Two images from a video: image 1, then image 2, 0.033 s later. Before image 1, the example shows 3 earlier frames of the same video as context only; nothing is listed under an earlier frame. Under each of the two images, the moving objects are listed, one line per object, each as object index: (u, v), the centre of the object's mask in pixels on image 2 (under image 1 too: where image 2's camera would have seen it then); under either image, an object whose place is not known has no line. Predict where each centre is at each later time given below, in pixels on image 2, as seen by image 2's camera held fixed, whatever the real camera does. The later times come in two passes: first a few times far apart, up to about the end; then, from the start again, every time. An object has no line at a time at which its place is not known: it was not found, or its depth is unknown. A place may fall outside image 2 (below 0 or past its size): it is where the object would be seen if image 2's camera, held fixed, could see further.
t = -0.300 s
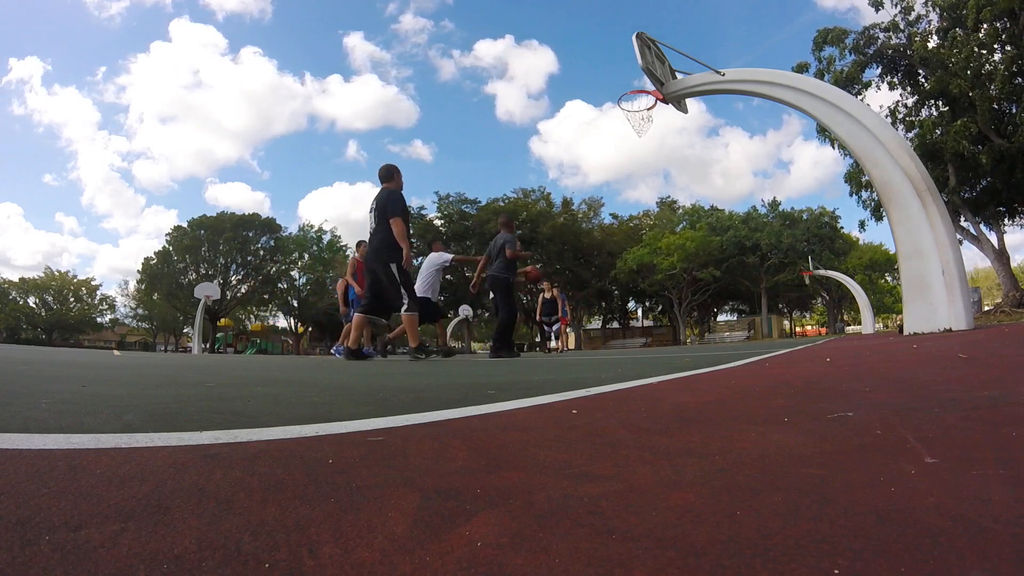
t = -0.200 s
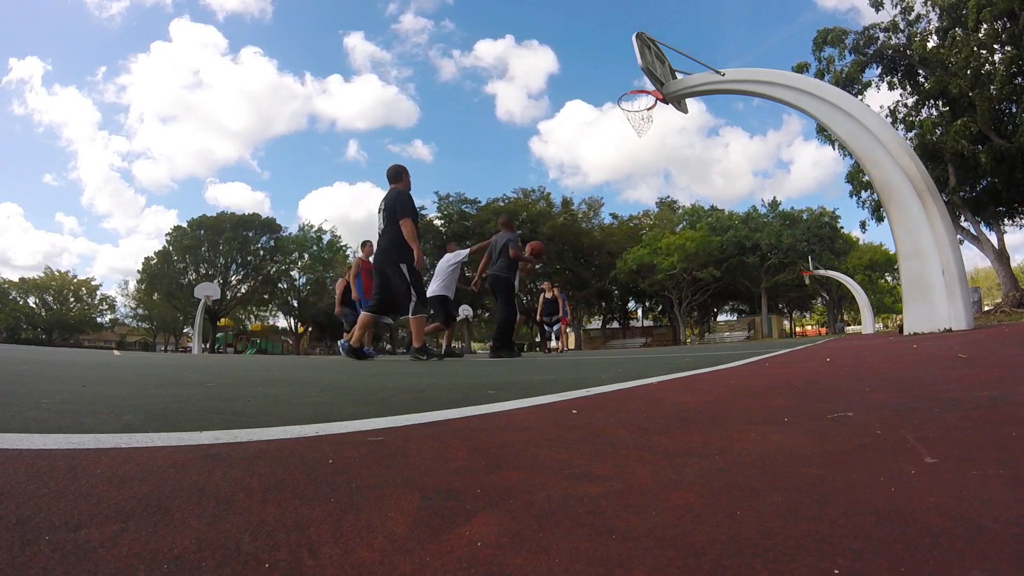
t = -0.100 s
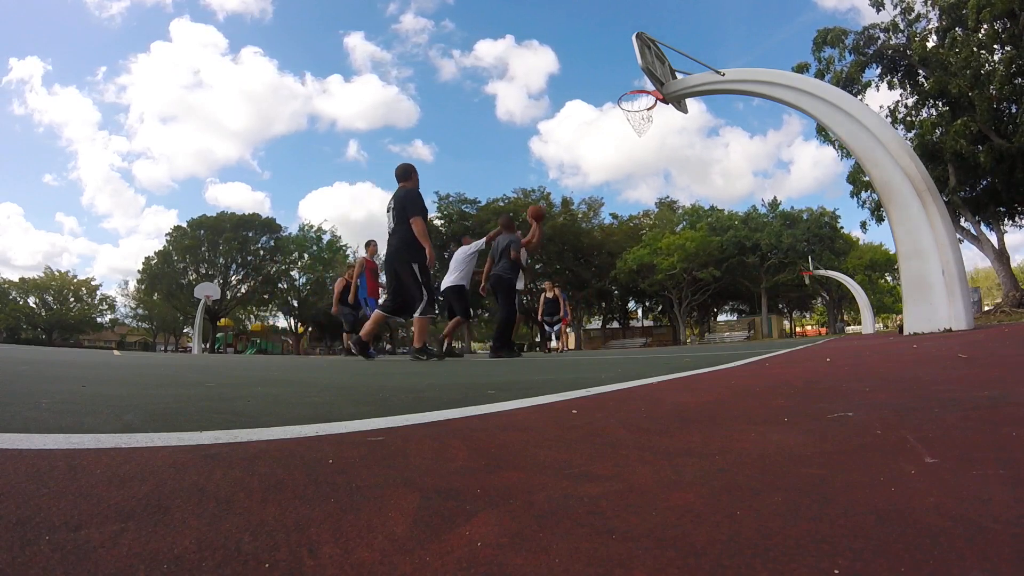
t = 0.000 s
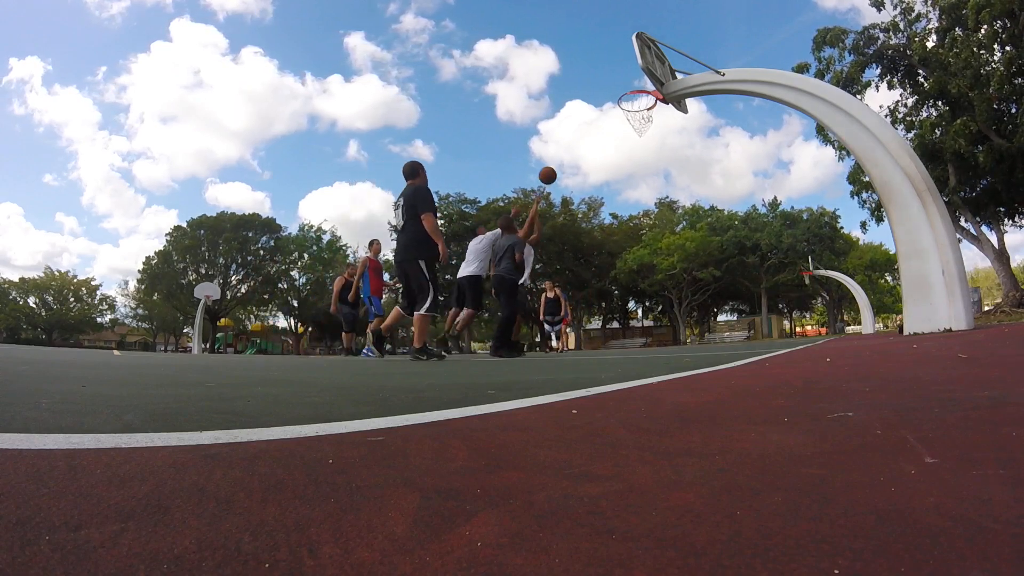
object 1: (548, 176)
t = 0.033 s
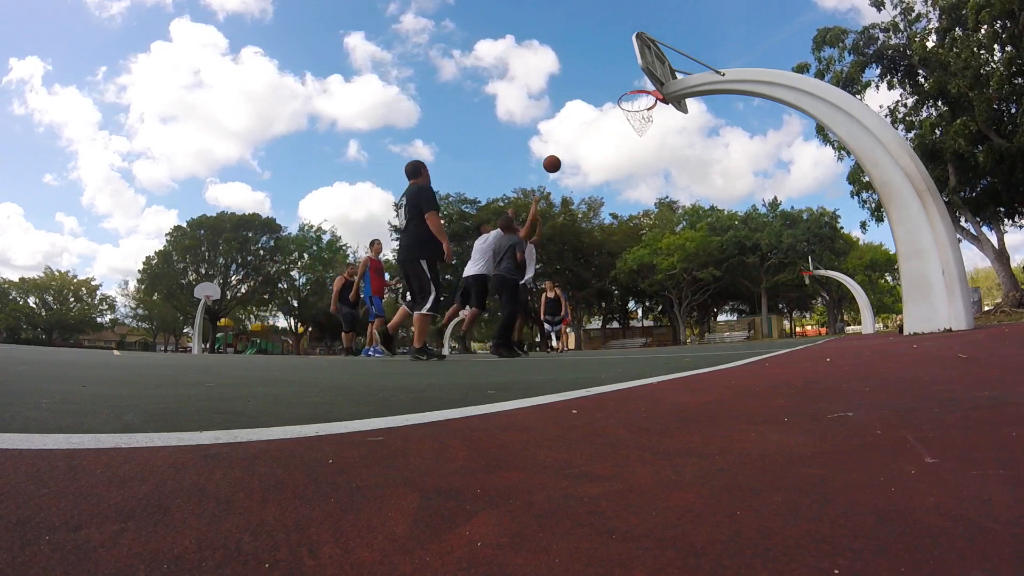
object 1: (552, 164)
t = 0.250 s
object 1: (581, 108)
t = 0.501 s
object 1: (622, 81)
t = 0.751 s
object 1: (635, 93)
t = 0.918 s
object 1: (625, 133)
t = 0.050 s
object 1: (554, 159)
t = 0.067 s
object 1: (556, 153)
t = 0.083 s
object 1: (558, 148)
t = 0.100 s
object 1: (561, 143)
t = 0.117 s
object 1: (563, 139)
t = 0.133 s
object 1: (565, 134)
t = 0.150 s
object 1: (567, 130)
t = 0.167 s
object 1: (570, 126)
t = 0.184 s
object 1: (572, 122)
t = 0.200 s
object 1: (574, 118)
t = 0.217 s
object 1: (577, 115)
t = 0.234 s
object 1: (579, 111)
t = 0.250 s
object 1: (581, 108)
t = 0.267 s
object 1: (584, 105)
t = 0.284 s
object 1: (586, 102)
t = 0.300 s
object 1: (589, 99)
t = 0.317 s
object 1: (591, 97)
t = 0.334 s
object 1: (594, 95)
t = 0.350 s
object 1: (597, 92)
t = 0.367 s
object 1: (599, 90)
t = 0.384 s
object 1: (602, 89)
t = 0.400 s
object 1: (604, 87)
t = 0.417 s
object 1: (607, 85)
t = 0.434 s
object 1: (610, 84)
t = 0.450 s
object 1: (613, 83)
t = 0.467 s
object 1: (616, 82)
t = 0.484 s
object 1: (619, 82)
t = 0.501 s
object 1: (622, 81)
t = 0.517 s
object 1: (625, 81)
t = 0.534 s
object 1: (628, 81)
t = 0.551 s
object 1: (631, 80)
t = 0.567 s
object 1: (633, 80)
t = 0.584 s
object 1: (635, 80)
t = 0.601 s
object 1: (637, 80)
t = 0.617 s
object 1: (638, 80)
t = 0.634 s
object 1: (640, 80)
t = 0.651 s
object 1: (641, 81)
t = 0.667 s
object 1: (641, 83)
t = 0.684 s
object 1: (640, 84)
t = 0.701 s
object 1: (639, 86)
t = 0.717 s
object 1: (638, 88)
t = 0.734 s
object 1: (637, 91)
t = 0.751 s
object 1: (635, 93)
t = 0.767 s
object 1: (634, 96)
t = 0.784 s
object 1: (633, 99)
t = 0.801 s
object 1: (632, 103)
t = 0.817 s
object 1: (631, 106)
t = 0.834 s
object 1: (630, 110)
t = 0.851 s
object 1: (629, 114)
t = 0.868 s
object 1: (628, 119)
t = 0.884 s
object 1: (627, 123)
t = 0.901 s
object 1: (626, 128)
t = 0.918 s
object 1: (625, 133)
